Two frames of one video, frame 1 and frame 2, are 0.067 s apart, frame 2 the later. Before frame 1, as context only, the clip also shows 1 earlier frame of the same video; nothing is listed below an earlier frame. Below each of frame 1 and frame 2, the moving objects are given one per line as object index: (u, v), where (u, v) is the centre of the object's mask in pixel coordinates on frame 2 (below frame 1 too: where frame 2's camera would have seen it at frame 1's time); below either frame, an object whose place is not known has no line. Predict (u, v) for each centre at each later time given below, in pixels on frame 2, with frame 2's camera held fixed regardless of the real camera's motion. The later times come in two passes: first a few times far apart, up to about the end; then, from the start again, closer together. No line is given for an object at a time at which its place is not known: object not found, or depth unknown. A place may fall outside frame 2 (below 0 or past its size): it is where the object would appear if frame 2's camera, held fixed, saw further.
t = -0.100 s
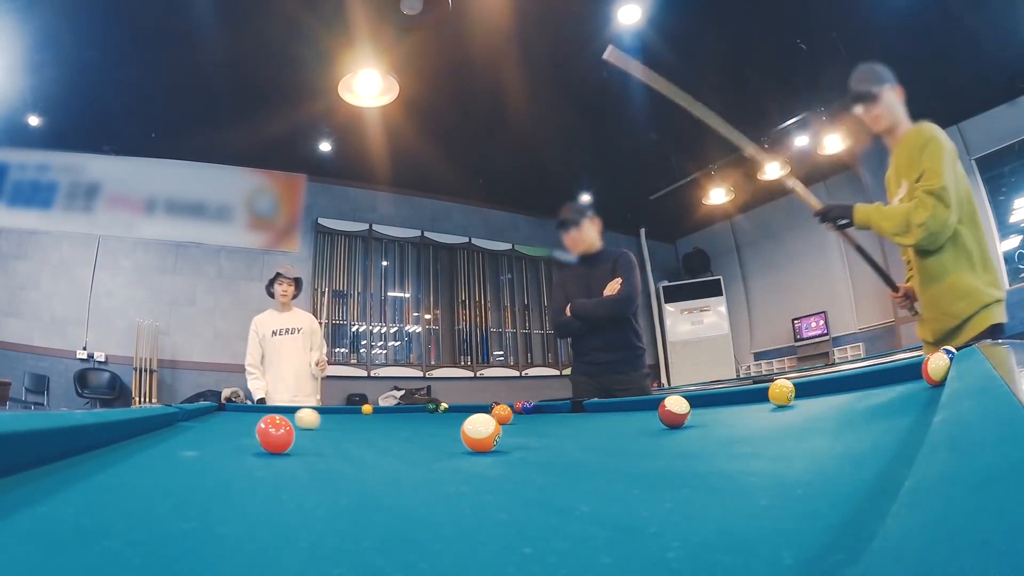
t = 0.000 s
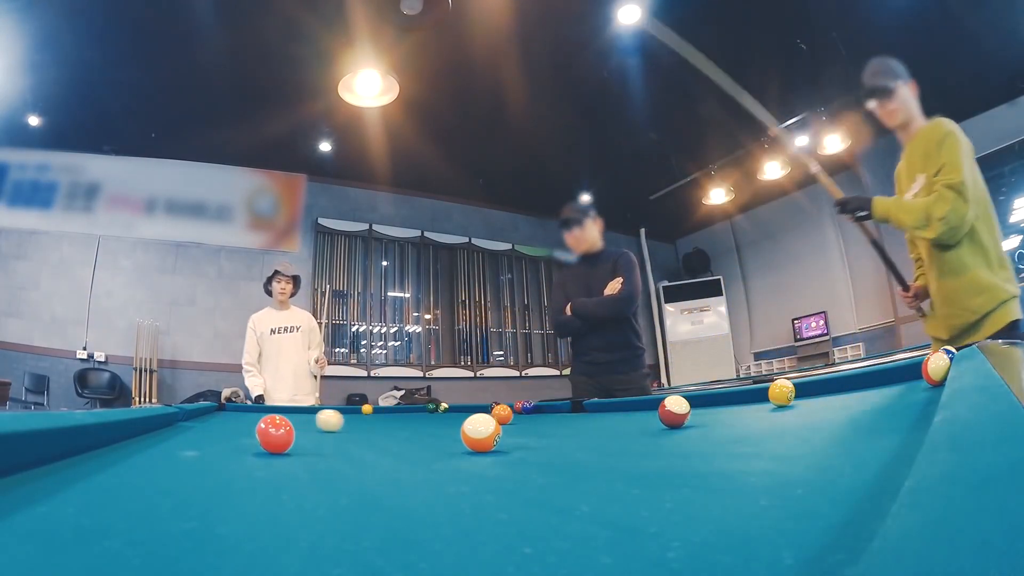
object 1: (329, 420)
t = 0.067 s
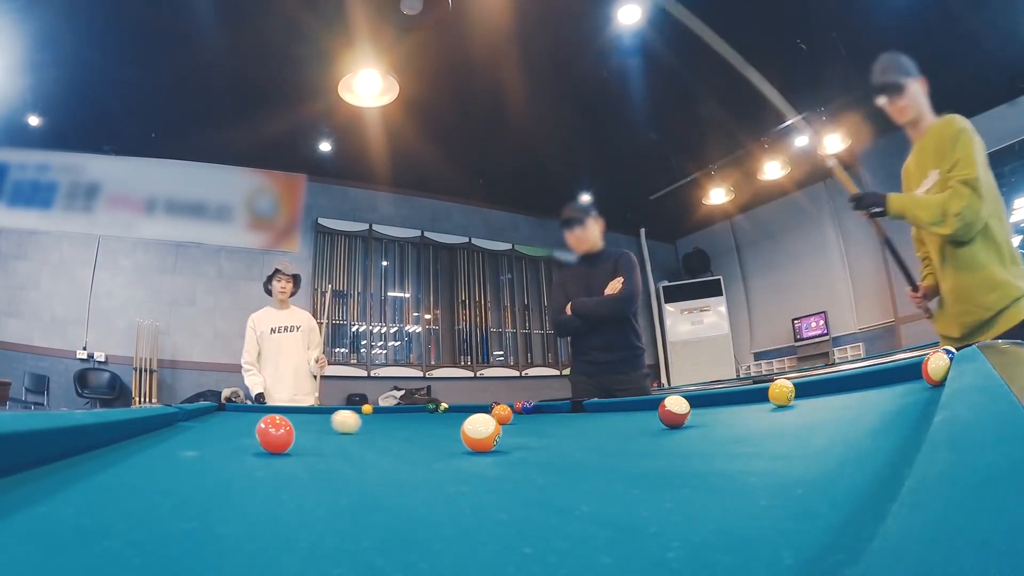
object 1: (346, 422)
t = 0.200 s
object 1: (384, 424)
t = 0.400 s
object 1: (452, 425)
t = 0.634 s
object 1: (579, 425)
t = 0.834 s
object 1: (710, 416)
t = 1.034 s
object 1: (845, 396)
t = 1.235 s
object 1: (924, 375)
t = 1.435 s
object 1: (874, 382)
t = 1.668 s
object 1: (835, 384)
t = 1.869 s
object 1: (811, 386)
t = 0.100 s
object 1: (355, 422)
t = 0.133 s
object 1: (364, 423)
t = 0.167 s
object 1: (374, 423)
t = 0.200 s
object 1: (384, 424)
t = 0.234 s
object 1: (395, 424)
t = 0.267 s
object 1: (407, 425)
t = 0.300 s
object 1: (419, 425)
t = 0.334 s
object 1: (432, 425)
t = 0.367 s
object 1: (444, 426)
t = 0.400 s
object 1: (452, 425)
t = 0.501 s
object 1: (513, 426)
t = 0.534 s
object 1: (524, 427)
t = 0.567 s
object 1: (541, 426)
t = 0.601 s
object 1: (559, 425)
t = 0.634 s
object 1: (579, 425)
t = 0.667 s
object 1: (599, 424)
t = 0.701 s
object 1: (620, 422)
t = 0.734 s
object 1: (640, 421)
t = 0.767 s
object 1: (660, 420)
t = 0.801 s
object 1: (690, 419)
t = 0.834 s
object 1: (710, 416)
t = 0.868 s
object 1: (731, 413)
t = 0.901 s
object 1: (753, 411)
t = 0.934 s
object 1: (776, 407)
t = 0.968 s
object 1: (802, 403)
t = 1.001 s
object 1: (822, 400)
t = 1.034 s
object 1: (845, 396)
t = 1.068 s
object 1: (866, 391)
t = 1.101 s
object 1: (887, 387)
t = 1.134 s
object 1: (905, 383)
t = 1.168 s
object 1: (926, 377)
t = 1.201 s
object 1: (930, 375)
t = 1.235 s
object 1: (924, 375)
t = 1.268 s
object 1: (910, 379)
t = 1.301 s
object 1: (902, 380)
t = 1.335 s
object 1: (895, 381)
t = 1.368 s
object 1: (887, 381)
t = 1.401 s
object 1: (880, 382)
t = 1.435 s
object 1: (874, 382)
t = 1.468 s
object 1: (867, 383)
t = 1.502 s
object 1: (862, 383)
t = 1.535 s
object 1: (856, 383)
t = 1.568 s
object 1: (850, 384)
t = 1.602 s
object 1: (845, 384)
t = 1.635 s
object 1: (840, 384)
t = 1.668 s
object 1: (835, 384)
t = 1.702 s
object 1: (831, 385)
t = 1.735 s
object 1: (826, 385)
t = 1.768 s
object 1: (822, 385)
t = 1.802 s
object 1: (818, 385)
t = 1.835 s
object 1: (815, 385)
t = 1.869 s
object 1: (811, 386)
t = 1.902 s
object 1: (808, 386)
